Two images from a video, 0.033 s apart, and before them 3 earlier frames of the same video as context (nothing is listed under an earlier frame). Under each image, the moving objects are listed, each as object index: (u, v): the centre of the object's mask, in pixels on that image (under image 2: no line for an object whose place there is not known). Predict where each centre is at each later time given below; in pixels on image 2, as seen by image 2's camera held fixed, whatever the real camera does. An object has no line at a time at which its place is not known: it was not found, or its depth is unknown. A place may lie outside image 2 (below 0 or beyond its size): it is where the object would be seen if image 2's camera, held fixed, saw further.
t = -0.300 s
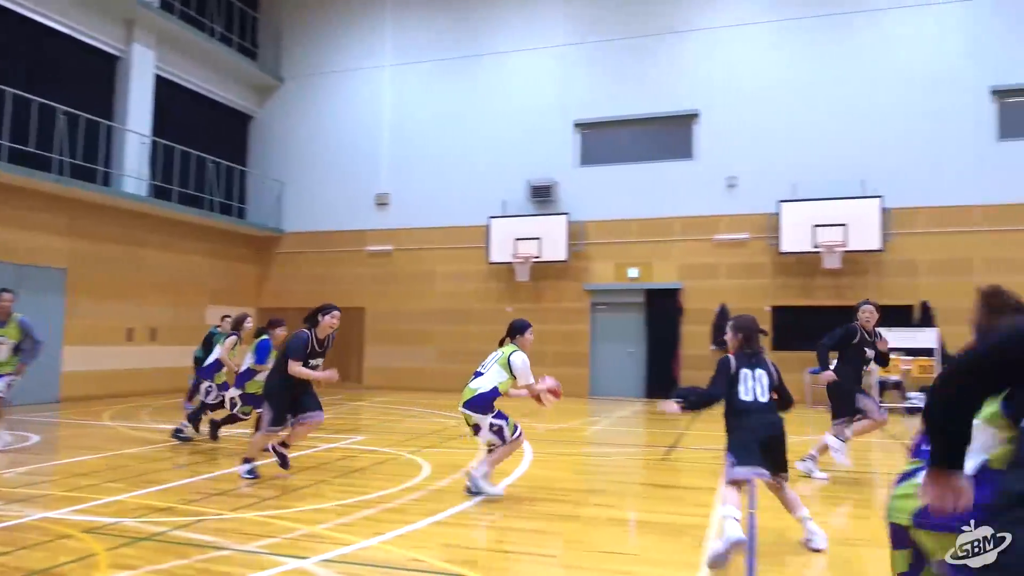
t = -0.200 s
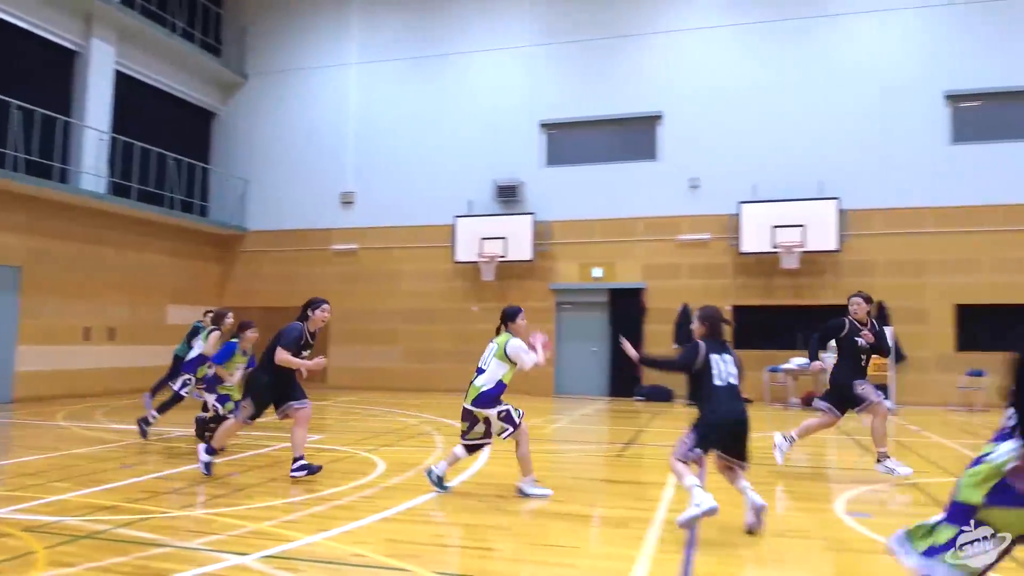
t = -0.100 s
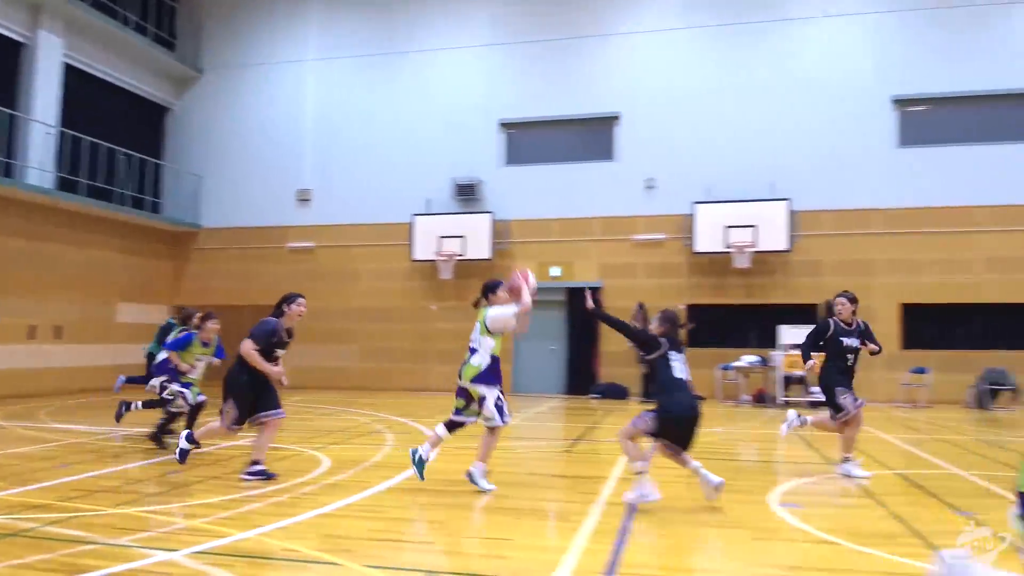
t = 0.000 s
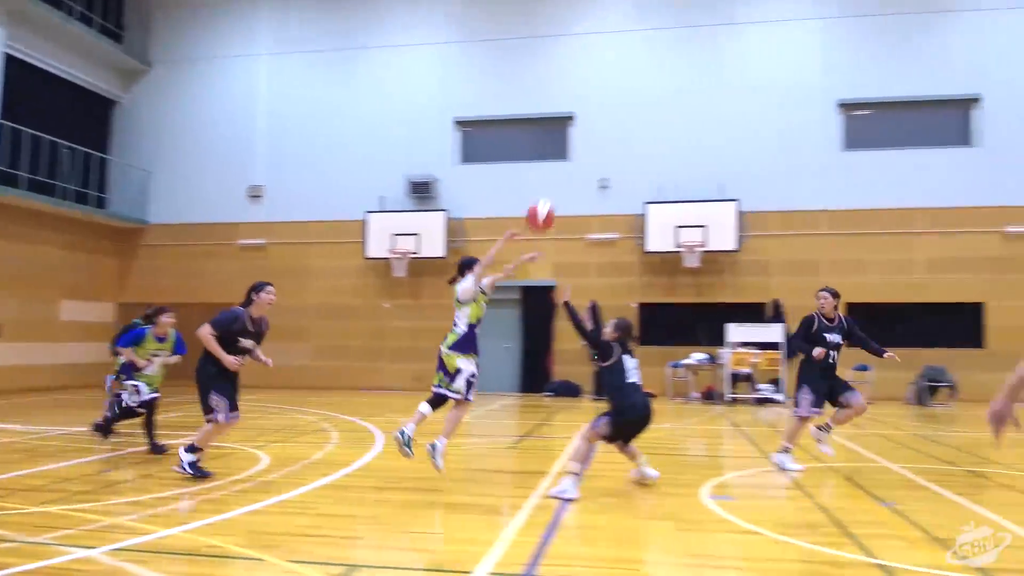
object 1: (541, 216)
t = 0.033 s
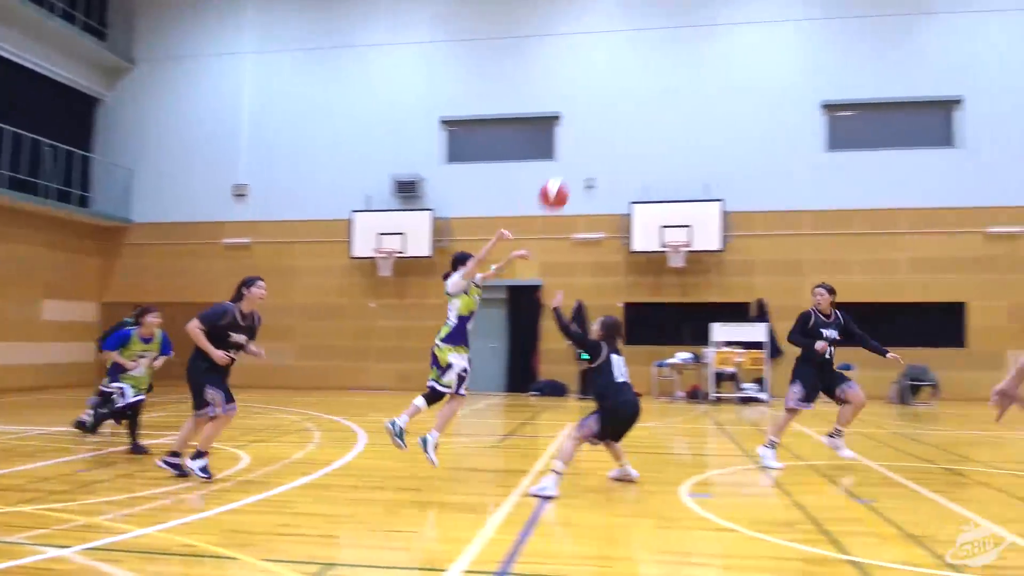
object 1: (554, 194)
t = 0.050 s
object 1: (568, 184)
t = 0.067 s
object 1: (583, 175)
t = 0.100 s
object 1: (614, 156)
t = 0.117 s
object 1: (629, 147)
